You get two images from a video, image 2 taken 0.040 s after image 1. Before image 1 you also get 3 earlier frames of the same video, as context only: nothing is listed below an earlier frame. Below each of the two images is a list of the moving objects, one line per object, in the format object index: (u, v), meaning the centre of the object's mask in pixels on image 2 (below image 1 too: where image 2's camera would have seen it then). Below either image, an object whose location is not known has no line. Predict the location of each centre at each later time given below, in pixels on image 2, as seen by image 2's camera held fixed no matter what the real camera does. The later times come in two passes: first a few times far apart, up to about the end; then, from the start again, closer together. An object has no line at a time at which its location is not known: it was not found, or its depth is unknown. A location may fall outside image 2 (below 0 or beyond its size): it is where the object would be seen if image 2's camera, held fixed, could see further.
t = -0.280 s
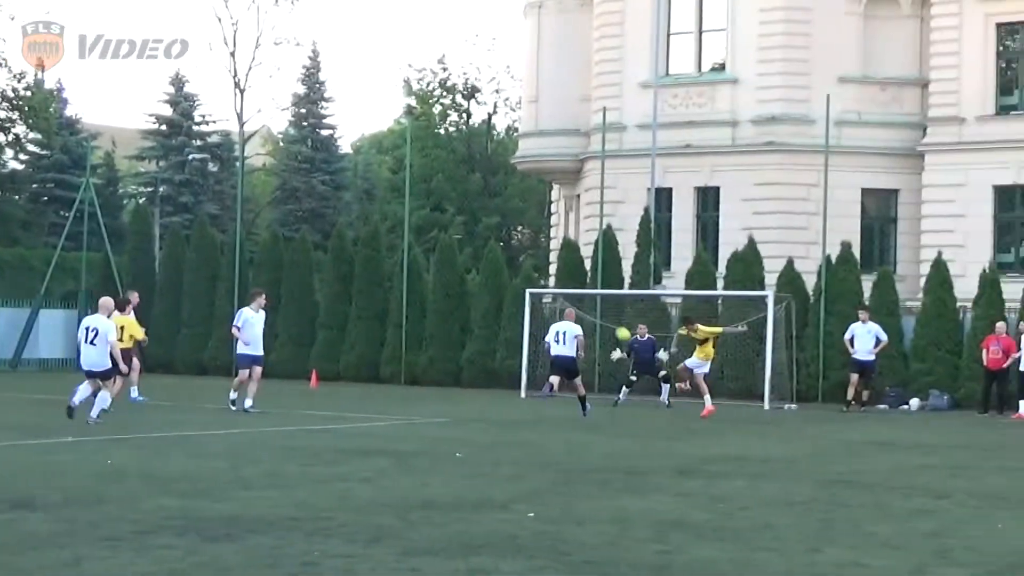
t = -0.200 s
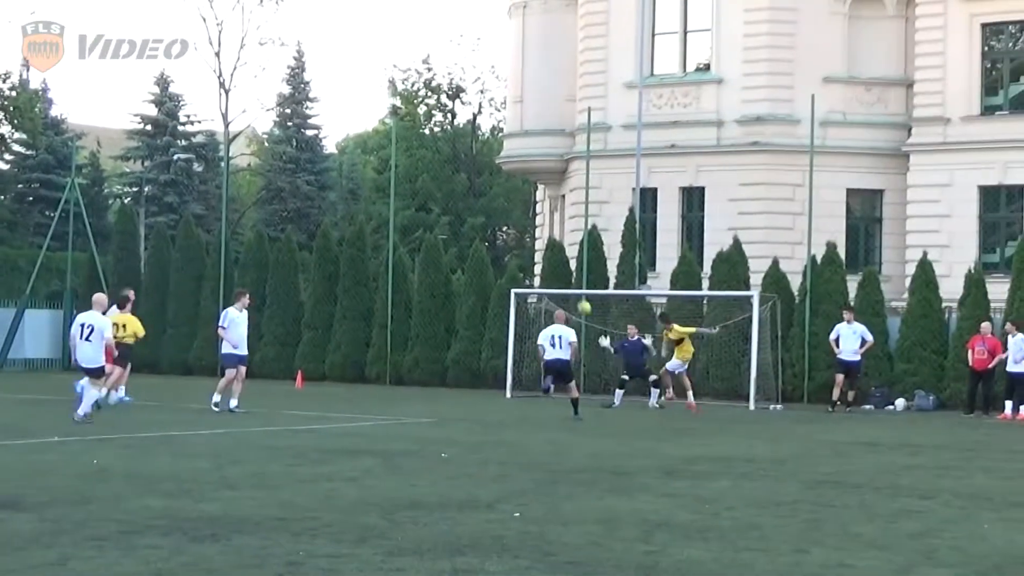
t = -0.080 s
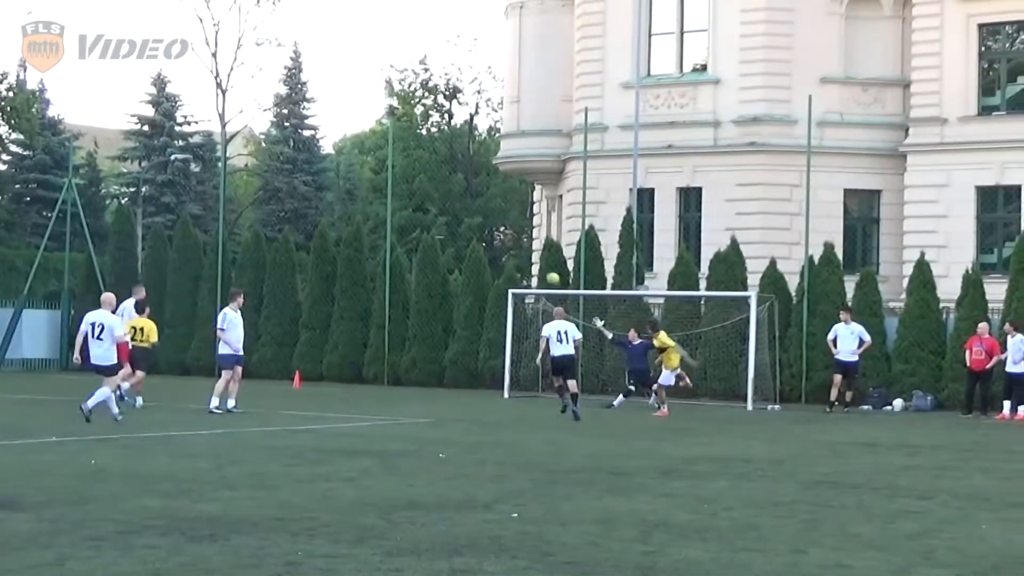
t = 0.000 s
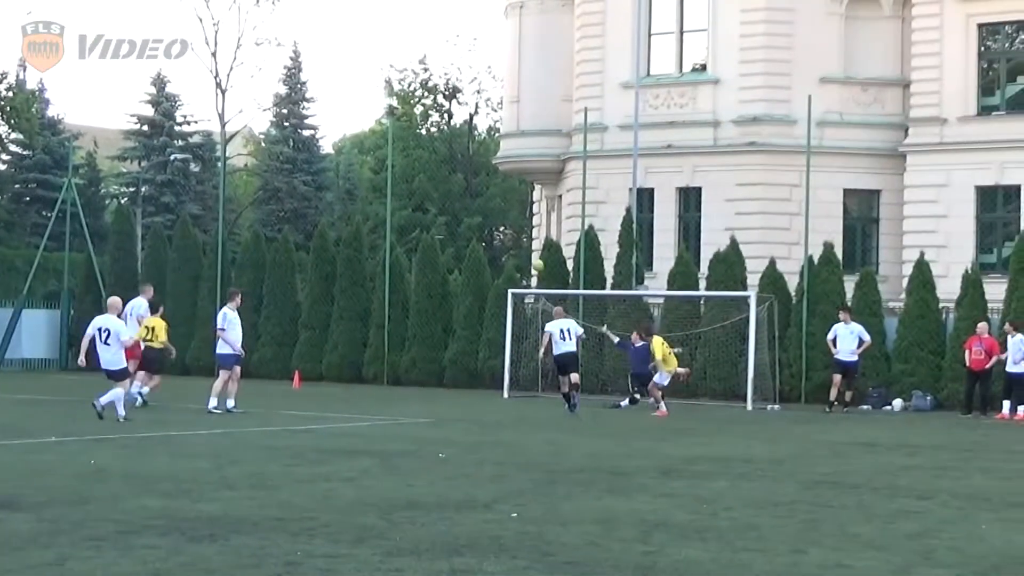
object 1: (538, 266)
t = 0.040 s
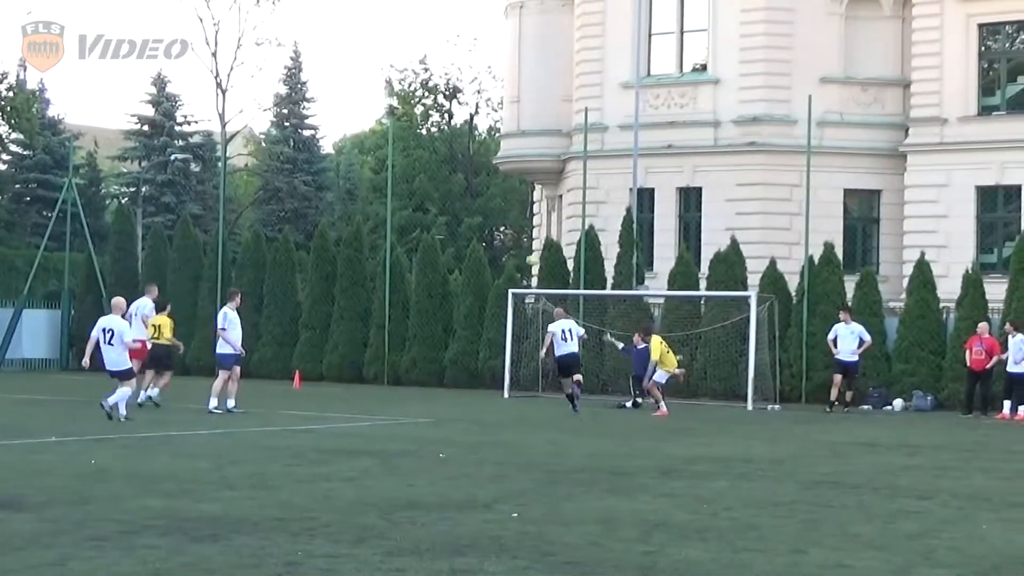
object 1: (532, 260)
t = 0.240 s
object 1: (508, 251)
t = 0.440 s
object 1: (472, 246)
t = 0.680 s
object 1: (423, 255)
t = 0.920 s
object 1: (375, 288)
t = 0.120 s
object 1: (521, 254)
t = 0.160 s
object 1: (516, 252)
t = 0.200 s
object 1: (512, 251)
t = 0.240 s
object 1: (508, 251)
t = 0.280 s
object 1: (504, 250)
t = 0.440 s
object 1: (472, 246)
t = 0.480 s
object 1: (464, 247)
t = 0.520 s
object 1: (456, 247)
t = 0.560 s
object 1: (447, 247)
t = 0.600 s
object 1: (439, 249)
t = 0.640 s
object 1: (431, 252)
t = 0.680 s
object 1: (423, 255)
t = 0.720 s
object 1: (415, 259)
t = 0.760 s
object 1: (406, 263)
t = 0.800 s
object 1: (398, 268)
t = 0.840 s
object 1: (391, 274)
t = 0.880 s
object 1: (382, 281)
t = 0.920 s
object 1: (375, 288)
